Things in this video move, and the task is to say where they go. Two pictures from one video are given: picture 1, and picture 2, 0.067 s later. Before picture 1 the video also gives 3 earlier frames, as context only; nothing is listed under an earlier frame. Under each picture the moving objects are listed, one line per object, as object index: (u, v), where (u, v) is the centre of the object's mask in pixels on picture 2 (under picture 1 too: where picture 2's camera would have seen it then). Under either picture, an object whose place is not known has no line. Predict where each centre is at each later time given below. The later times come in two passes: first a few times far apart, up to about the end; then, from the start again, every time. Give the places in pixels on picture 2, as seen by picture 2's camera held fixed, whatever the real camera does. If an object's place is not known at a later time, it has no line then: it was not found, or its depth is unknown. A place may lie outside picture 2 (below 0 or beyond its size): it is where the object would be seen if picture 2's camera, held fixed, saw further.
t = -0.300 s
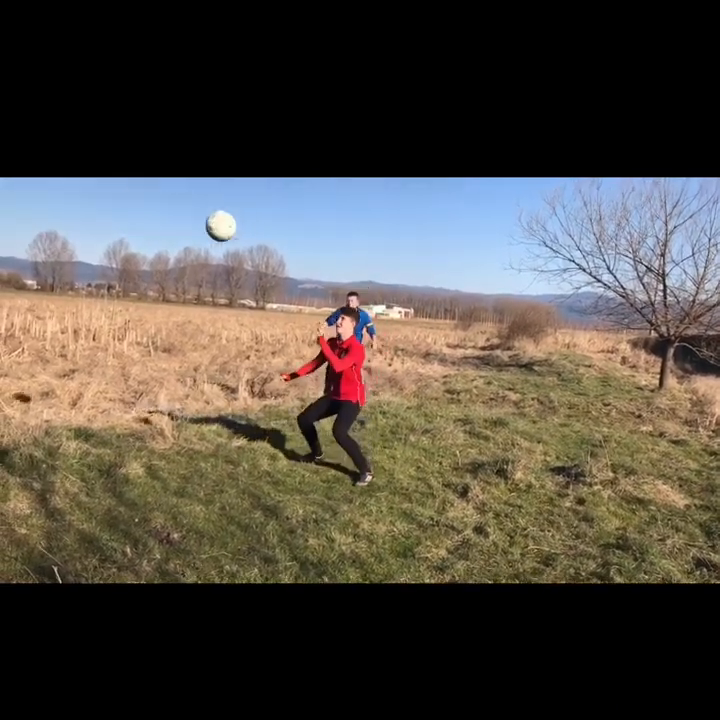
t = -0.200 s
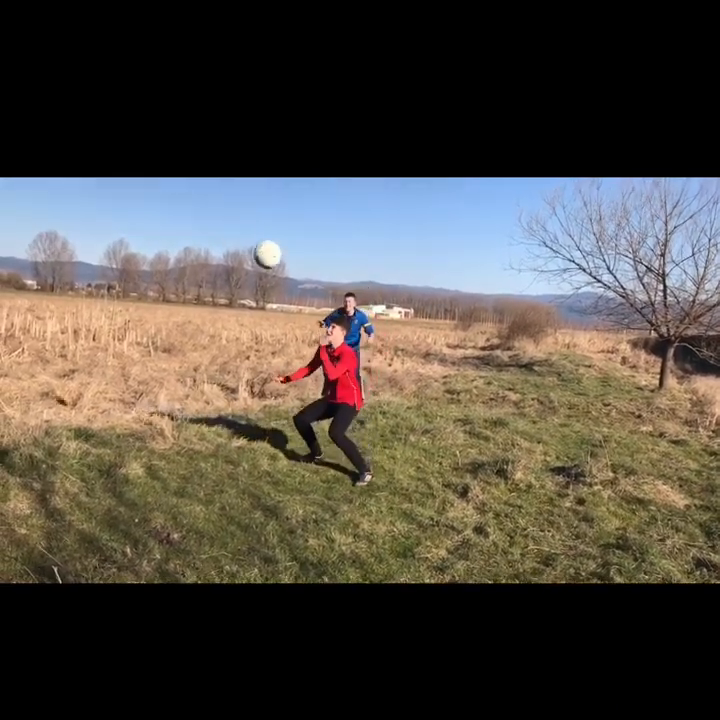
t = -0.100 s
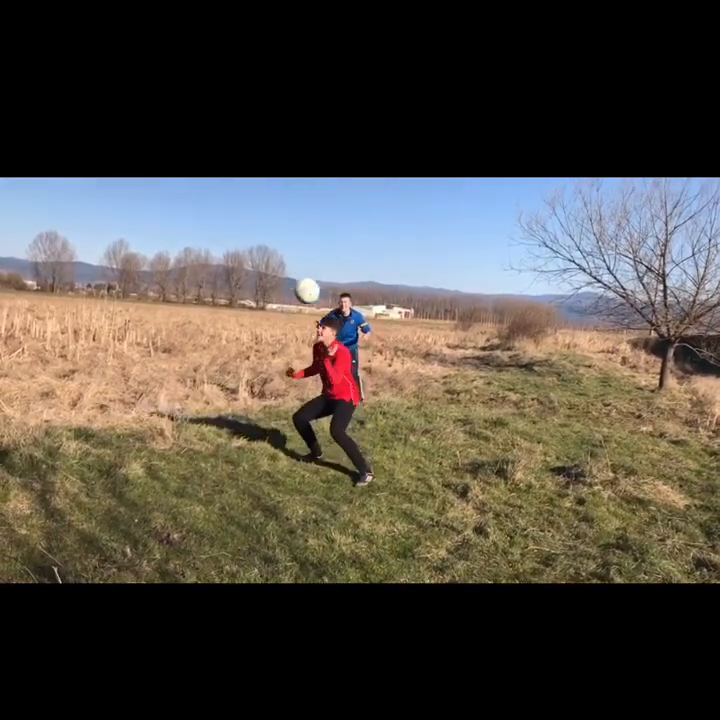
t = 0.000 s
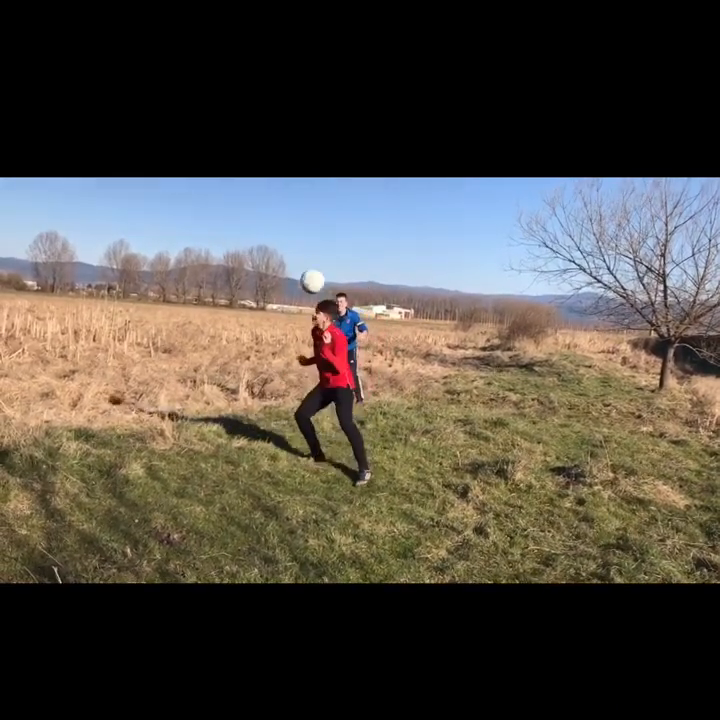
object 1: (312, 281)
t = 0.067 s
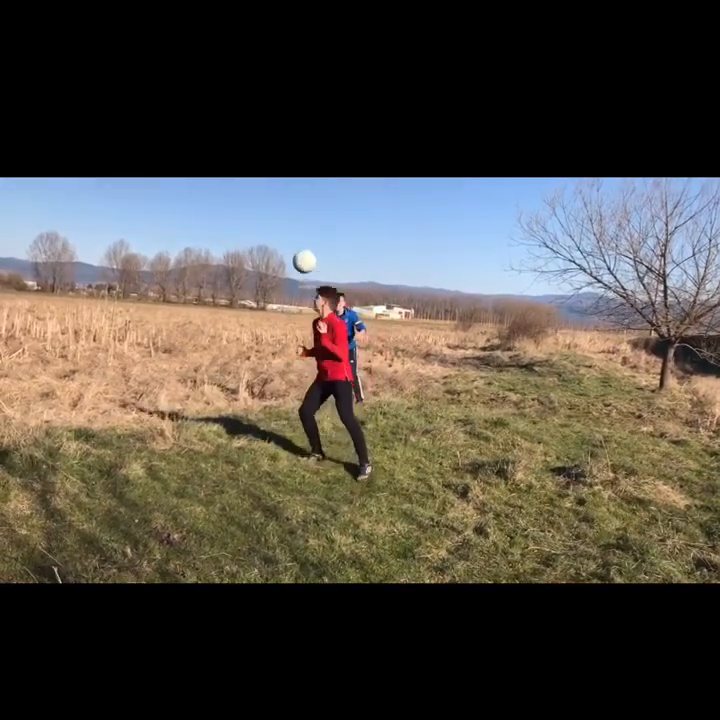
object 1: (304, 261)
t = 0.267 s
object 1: (282, 234)
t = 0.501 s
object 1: (257, 254)
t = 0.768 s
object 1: (240, 326)
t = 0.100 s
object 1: (300, 253)
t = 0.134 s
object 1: (296, 247)
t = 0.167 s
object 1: (292, 242)
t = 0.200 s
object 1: (289, 238)
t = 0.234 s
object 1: (286, 235)
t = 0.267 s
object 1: (282, 234)
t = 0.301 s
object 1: (279, 234)
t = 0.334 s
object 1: (276, 235)
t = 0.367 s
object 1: (273, 237)
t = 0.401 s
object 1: (263, 240)
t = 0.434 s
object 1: (260, 244)
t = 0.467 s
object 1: (257, 248)
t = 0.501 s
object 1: (257, 254)
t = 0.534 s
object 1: (258, 261)
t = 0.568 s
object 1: (256, 268)
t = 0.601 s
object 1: (253, 276)
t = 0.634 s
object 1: (250, 285)
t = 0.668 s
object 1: (247, 294)
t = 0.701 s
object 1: (245, 304)
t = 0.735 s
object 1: (243, 315)
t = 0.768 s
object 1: (240, 326)
